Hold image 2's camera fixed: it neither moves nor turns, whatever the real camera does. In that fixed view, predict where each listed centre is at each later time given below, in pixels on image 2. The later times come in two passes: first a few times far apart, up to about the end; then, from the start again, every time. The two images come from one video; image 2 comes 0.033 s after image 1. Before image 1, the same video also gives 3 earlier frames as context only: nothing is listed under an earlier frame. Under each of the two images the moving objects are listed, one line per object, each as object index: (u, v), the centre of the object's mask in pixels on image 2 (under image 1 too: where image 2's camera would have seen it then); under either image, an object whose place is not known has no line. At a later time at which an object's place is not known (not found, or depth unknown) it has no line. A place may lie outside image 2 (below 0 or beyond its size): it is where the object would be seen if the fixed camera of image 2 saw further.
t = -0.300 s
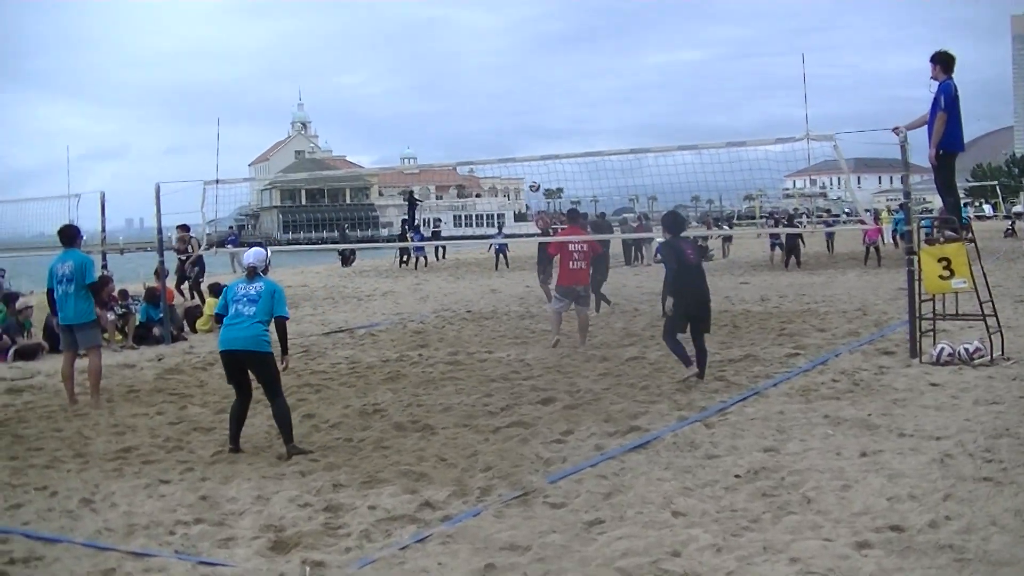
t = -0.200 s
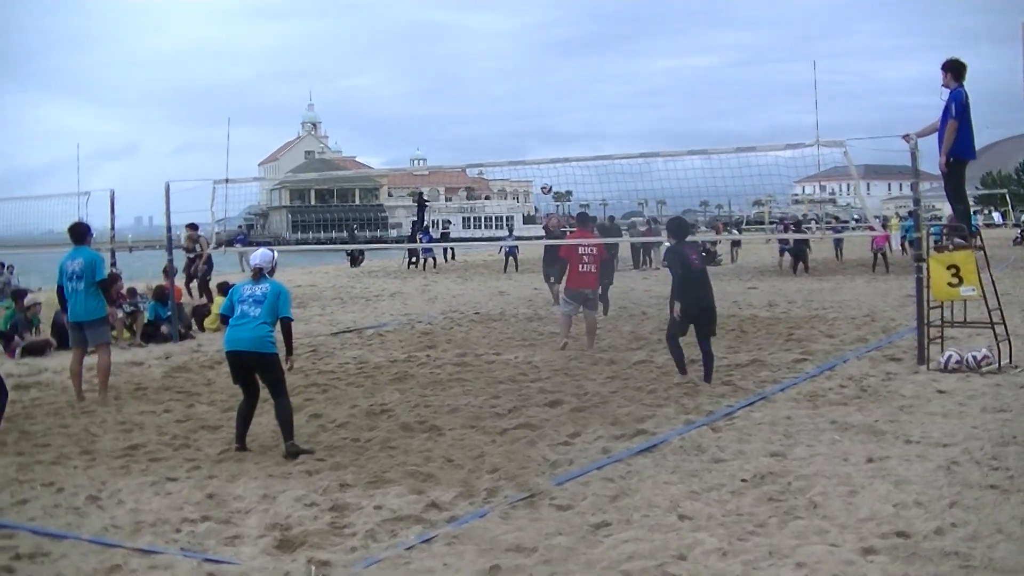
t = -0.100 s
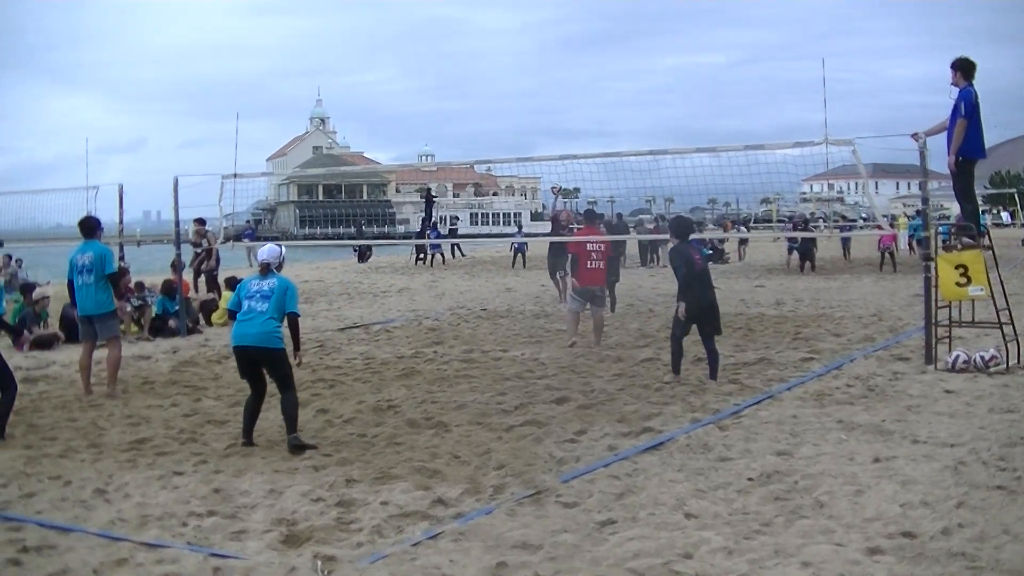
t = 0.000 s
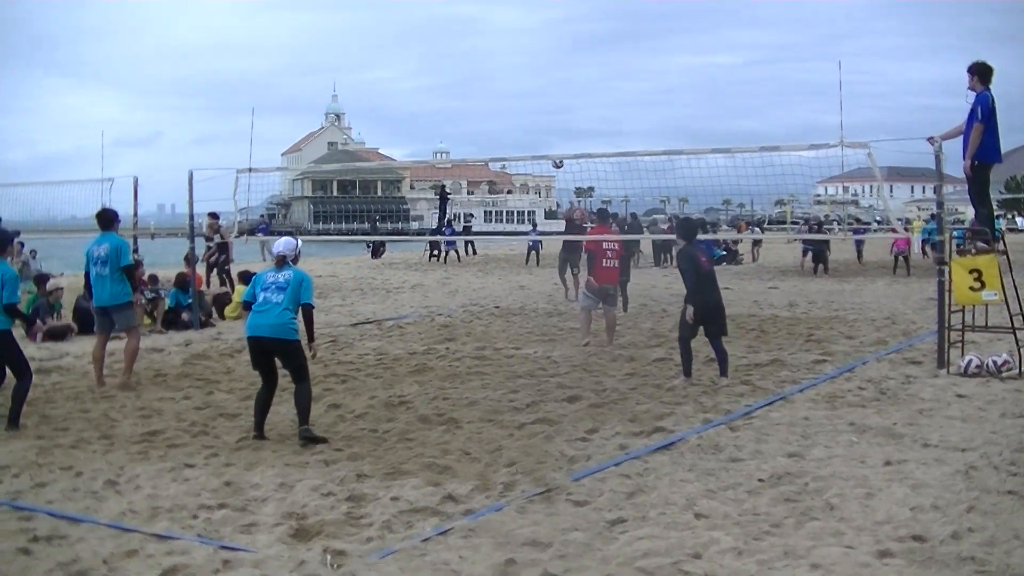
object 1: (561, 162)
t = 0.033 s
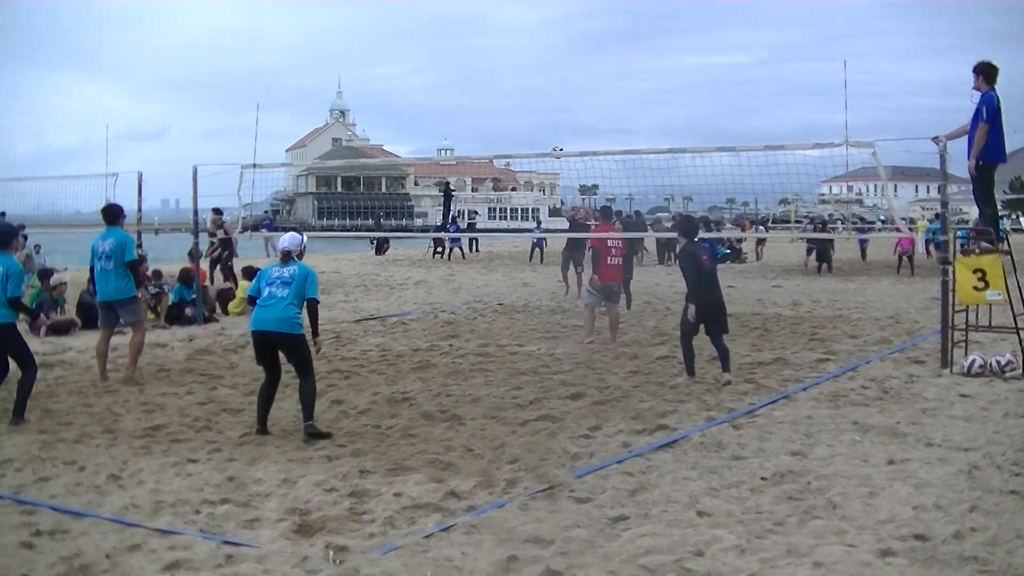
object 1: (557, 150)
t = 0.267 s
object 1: (527, 110)
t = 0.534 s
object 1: (480, 97)
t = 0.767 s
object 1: (428, 138)
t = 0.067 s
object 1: (554, 145)
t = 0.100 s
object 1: (549, 138)
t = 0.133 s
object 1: (545, 131)
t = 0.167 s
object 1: (541, 125)
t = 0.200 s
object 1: (536, 119)
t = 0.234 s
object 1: (532, 114)
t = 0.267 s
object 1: (527, 110)
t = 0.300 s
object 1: (522, 106)
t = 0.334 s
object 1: (516, 103)
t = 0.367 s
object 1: (511, 100)
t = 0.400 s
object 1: (505, 98)
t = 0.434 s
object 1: (499, 97)
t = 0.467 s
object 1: (493, 96)
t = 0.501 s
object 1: (487, 96)
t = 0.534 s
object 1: (480, 97)
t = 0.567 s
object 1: (474, 99)
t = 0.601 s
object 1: (467, 102)
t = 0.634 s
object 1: (460, 107)
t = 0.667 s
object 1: (452, 113)
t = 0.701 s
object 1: (445, 119)
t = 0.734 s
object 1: (436, 129)
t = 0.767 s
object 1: (428, 138)
